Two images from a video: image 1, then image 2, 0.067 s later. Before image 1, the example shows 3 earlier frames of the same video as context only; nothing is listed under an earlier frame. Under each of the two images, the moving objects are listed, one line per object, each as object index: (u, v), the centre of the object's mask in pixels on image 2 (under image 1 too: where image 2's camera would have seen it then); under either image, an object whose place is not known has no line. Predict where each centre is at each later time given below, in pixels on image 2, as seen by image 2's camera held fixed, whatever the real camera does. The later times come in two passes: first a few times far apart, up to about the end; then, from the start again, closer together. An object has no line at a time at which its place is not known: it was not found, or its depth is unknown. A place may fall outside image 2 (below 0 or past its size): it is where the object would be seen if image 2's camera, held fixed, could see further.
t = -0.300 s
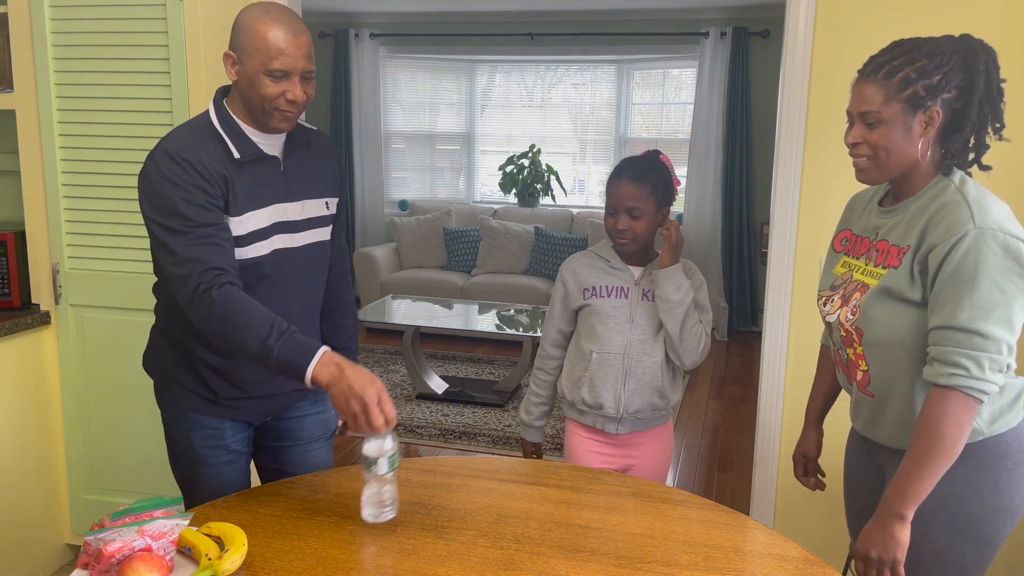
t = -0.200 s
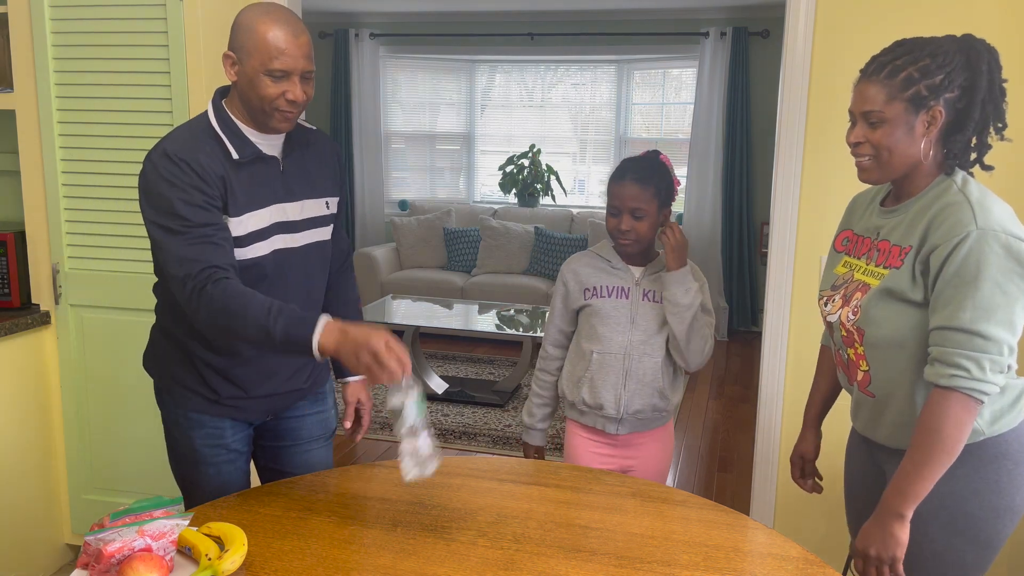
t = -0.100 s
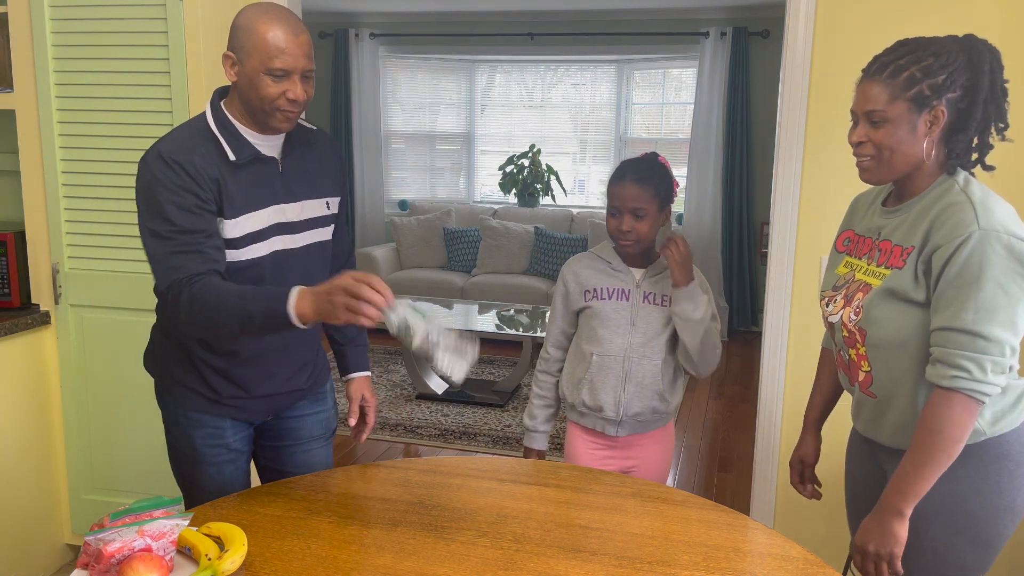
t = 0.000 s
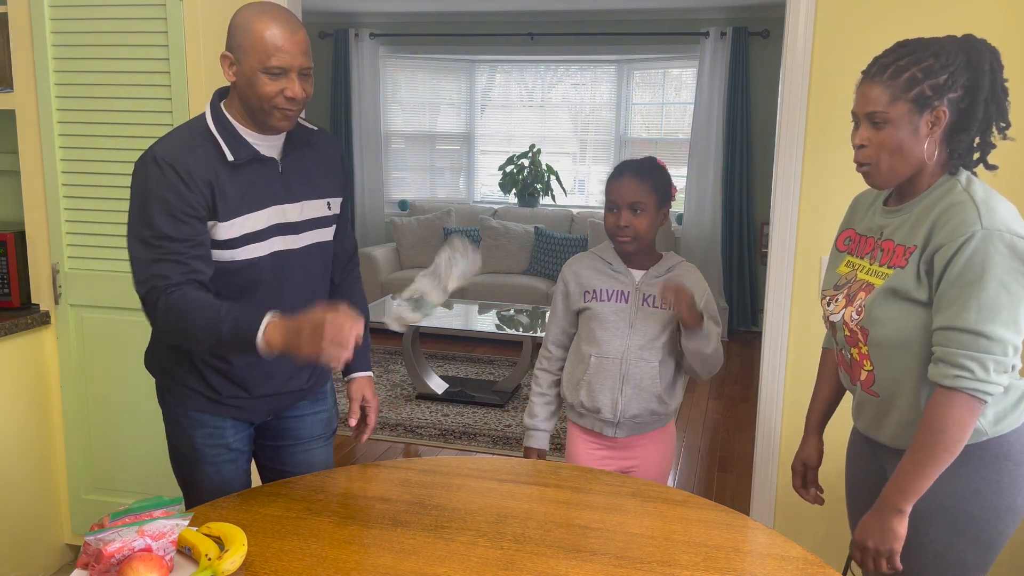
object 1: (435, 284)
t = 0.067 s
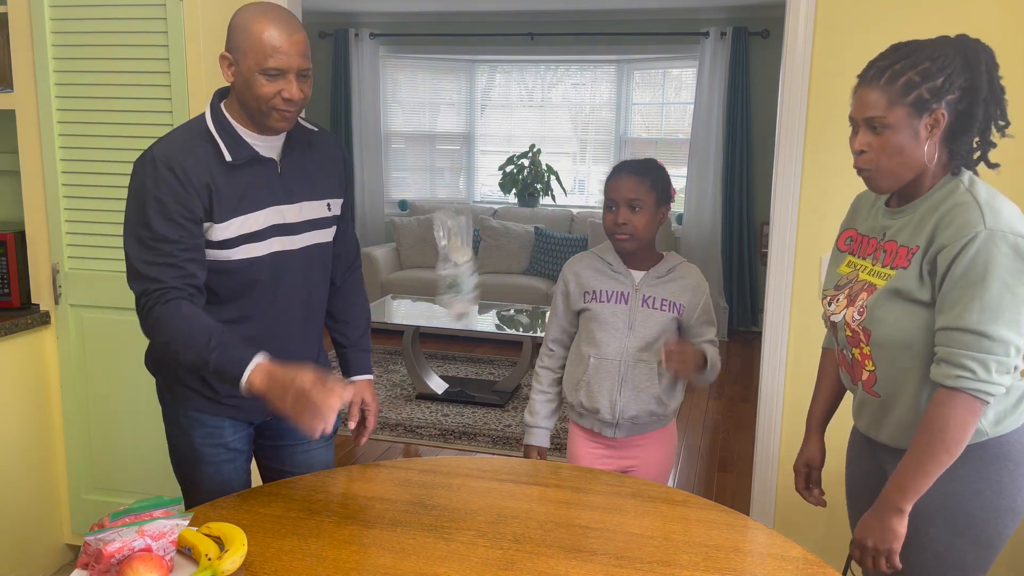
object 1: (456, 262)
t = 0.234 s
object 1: (468, 270)
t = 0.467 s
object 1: (469, 523)
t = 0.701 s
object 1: (467, 542)
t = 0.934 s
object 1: (468, 541)
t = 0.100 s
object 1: (466, 257)
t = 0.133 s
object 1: (472, 251)
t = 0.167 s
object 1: (472, 248)
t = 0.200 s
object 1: (471, 255)
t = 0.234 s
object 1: (468, 270)
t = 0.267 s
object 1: (471, 288)
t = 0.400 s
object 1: (458, 443)
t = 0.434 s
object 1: (455, 496)
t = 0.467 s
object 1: (469, 523)
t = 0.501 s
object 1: (469, 538)
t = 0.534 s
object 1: (468, 540)
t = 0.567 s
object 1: (467, 541)
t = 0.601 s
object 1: (467, 542)
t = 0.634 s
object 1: (467, 542)
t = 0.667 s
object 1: (467, 542)
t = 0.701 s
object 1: (467, 542)
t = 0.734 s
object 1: (467, 542)
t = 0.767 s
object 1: (467, 542)
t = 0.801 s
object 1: (467, 542)
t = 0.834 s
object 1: (467, 542)
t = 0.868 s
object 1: (467, 542)
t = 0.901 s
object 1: (468, 541)
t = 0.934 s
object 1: (468, 541)
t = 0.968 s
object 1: (468, 540)
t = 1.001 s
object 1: (468, 540)
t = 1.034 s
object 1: (468, 540)
